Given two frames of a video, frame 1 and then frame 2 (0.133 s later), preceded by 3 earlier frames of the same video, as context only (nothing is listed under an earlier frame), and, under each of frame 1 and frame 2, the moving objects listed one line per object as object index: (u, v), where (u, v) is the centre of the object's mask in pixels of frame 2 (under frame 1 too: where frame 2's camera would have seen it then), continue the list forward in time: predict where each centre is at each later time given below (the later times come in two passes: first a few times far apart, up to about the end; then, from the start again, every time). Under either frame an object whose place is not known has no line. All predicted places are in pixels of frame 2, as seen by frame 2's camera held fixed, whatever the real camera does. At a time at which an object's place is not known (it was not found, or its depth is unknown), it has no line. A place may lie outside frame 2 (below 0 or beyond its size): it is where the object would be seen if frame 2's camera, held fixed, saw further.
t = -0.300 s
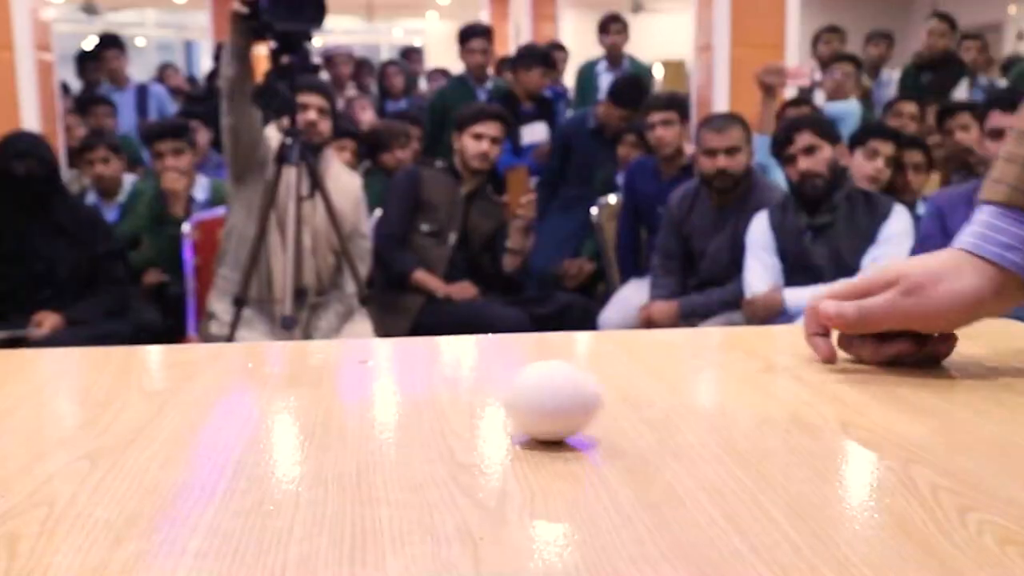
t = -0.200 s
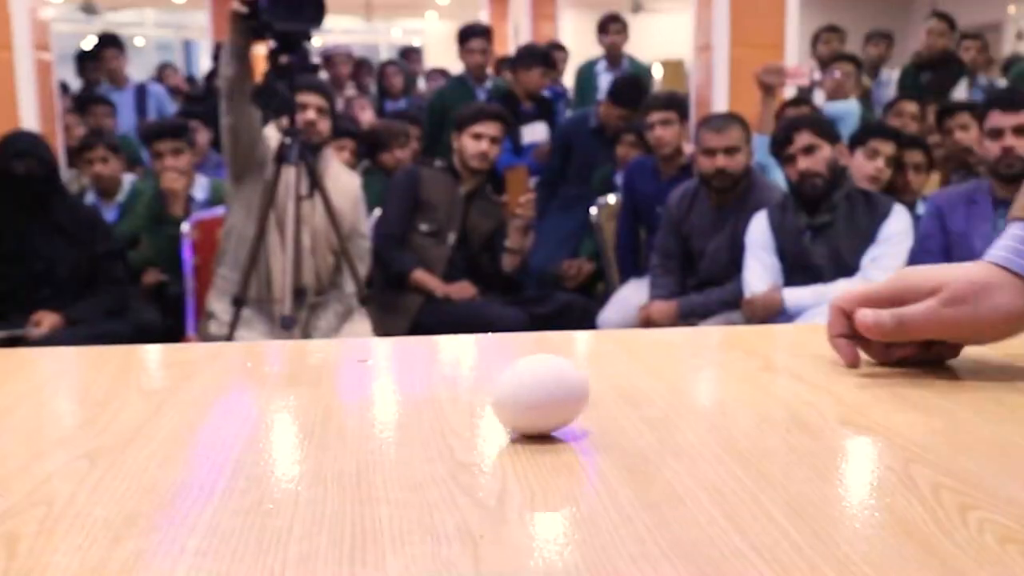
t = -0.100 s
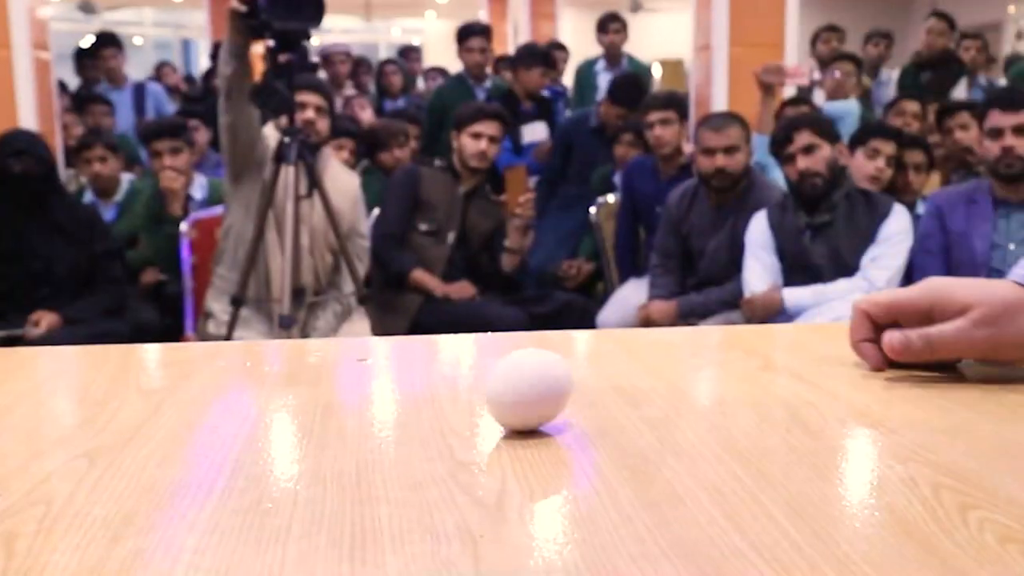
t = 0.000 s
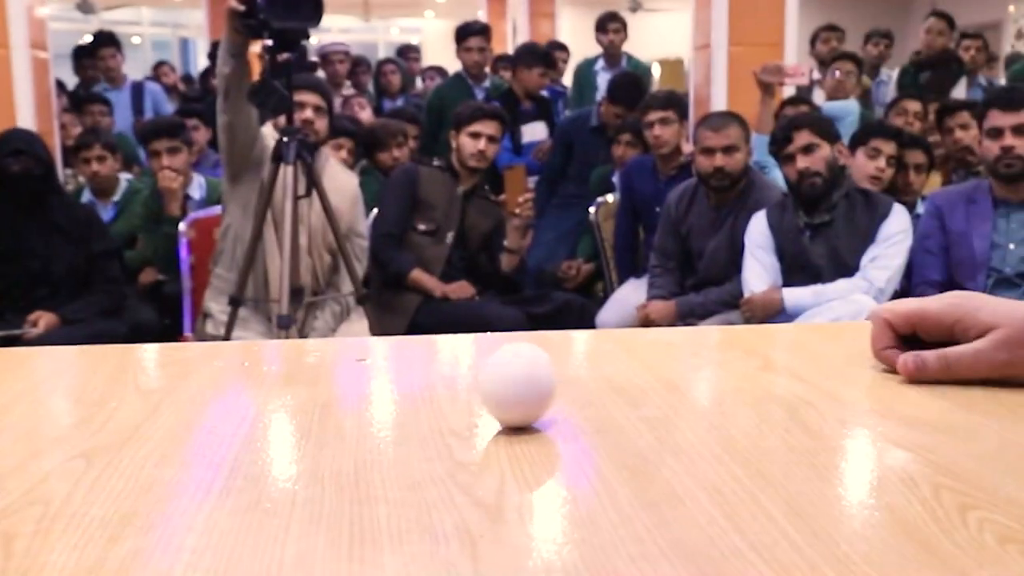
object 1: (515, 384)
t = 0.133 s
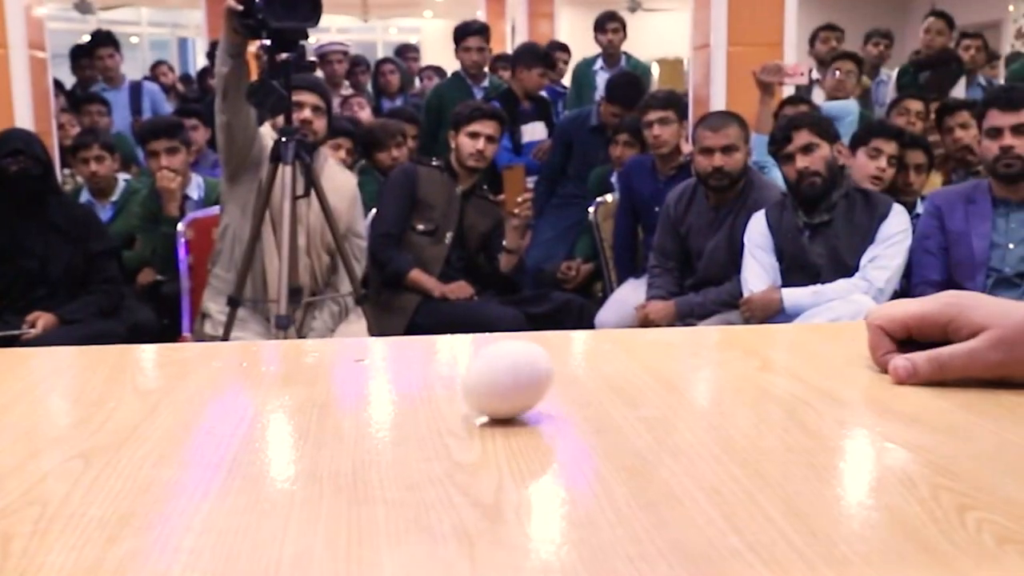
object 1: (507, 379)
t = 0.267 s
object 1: (502, 372)
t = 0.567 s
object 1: (495, 359)
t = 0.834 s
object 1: (503, 352)
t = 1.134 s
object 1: (520, 345)
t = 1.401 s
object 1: (534, 340)
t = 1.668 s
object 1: (547, 336)
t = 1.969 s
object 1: (561, 333)
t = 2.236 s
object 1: (574, 330)
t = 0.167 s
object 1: (506, 376)
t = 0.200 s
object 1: (504, 375)
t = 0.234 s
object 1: (502, 374)
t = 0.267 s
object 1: (502, 372)
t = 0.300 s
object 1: (501, 370)
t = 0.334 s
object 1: (499, 368)
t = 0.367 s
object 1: (497, 369)
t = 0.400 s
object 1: (497, 367)
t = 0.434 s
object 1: (496, 365)
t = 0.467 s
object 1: (495, 363)
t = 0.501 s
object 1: (496, 364)
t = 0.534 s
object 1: (495, 361)
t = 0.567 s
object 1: (495, 359)
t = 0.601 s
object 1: (495, 360)
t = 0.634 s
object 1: (497, 359)
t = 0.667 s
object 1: (497, 357)
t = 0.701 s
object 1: (498, 356)
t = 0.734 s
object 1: (500, 356)
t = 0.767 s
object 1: (501, 355)
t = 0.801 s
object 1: (502, 353)
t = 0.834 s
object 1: (503, 352)
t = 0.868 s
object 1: (506, 352)
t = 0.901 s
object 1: (507, 351)
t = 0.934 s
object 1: (508, 350)
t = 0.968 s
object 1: (510, 348)
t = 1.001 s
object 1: (512, 348)
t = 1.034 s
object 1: (513, 347)
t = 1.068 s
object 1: (515, 346)
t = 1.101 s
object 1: (517, 345)
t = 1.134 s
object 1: (520, 345)
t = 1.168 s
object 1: (520, 345)
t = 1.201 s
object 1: (522, 344)
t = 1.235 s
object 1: (524, 343)
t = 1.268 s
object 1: (527, 342)
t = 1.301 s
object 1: (528, 343)
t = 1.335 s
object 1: (530, 342)
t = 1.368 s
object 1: (532, 341)
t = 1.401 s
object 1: (534, 340)
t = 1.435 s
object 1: (535, 340)
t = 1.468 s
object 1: (537, 340)
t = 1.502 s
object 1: (539, 339)
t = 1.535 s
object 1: (541, 338)
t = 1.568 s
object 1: (542, 338)
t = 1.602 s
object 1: (544, 338)
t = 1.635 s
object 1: (545, 337)
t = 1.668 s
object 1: (547, 336)
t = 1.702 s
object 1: (549, 336)
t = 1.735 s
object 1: (550, 336)
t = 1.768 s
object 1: (551, 335)
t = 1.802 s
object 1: (553, 334)
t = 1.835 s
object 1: (555, 334)
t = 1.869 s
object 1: (557, 334)
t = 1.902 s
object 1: (558, 334)
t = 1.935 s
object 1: (559, 333)
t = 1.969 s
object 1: (561, 333)
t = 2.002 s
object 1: (563, 332)
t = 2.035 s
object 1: (565, 332)
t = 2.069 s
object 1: (566, 332)
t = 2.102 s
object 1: (567, 331)
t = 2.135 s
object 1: (569, 331)
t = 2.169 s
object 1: (571, 331)
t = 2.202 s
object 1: (572, 330)
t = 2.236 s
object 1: (574, 330)
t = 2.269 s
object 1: (576, 330)
